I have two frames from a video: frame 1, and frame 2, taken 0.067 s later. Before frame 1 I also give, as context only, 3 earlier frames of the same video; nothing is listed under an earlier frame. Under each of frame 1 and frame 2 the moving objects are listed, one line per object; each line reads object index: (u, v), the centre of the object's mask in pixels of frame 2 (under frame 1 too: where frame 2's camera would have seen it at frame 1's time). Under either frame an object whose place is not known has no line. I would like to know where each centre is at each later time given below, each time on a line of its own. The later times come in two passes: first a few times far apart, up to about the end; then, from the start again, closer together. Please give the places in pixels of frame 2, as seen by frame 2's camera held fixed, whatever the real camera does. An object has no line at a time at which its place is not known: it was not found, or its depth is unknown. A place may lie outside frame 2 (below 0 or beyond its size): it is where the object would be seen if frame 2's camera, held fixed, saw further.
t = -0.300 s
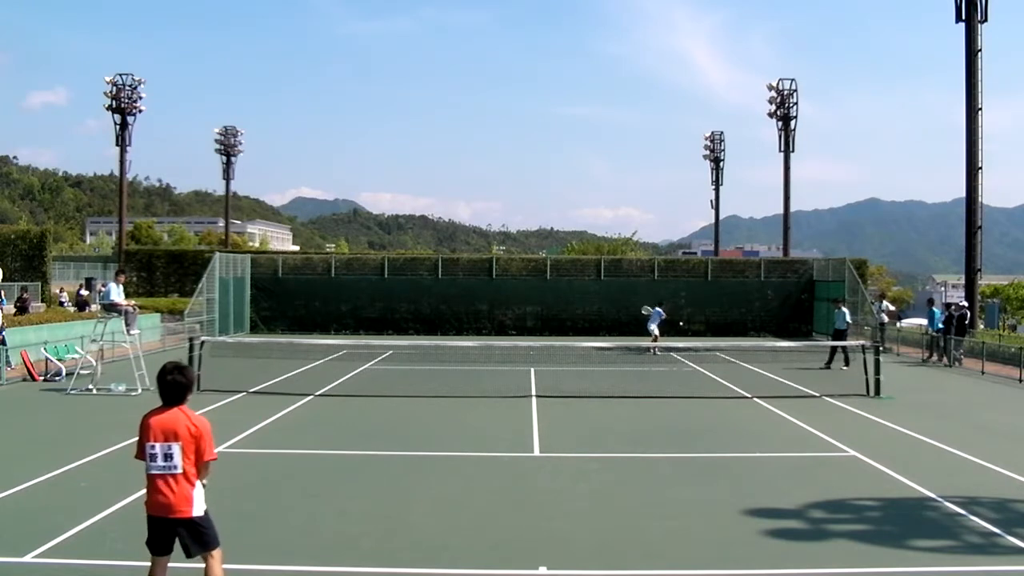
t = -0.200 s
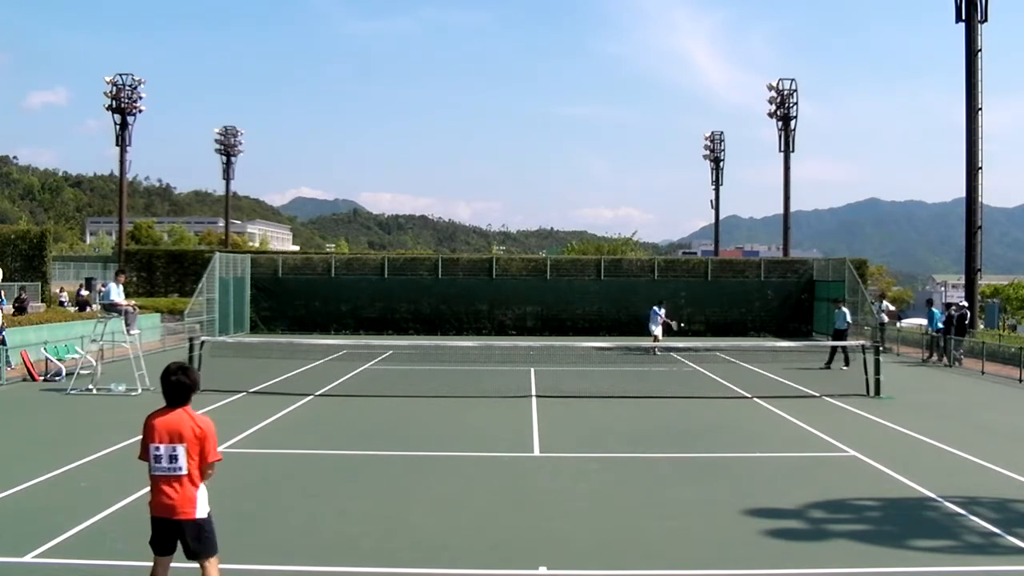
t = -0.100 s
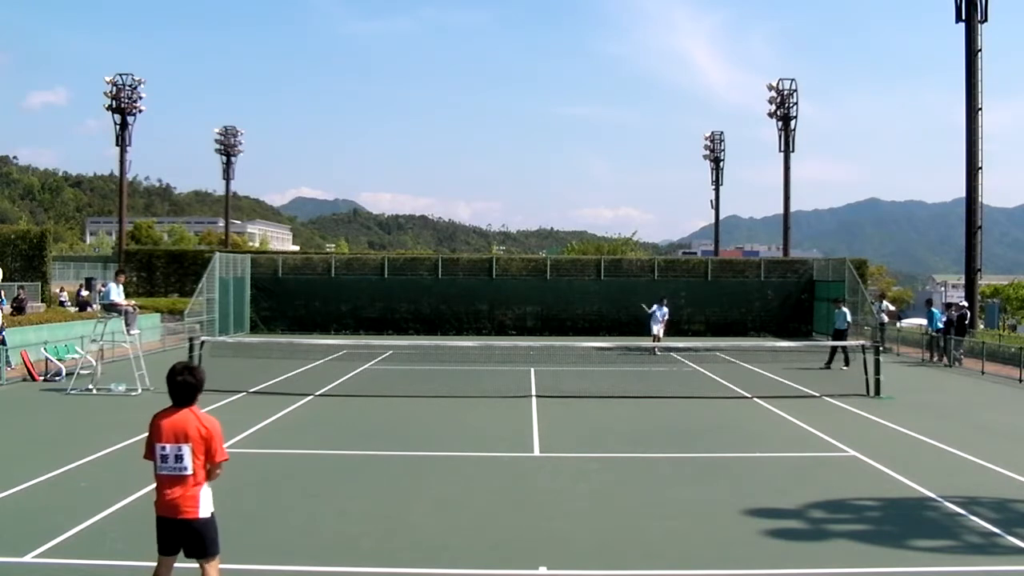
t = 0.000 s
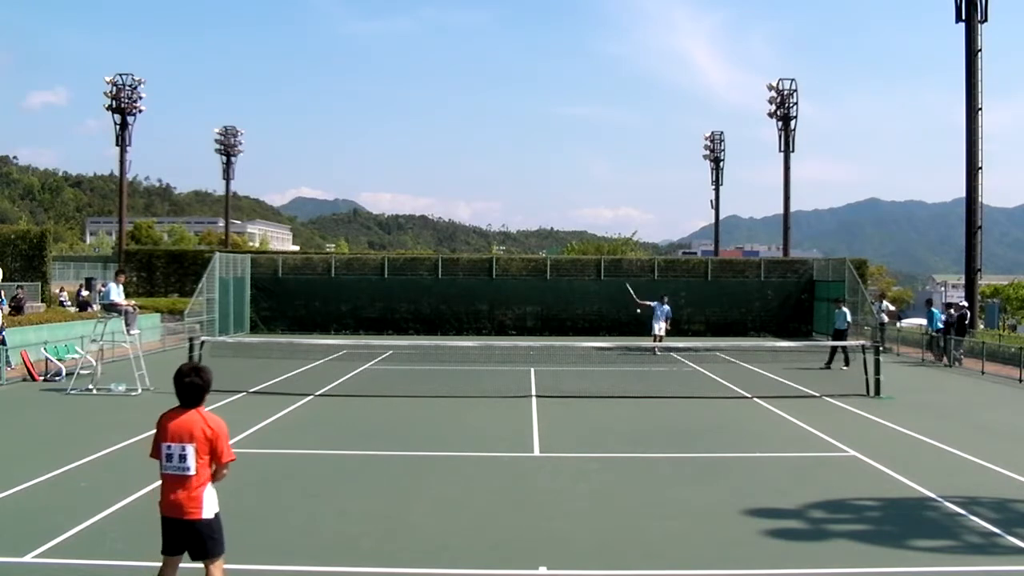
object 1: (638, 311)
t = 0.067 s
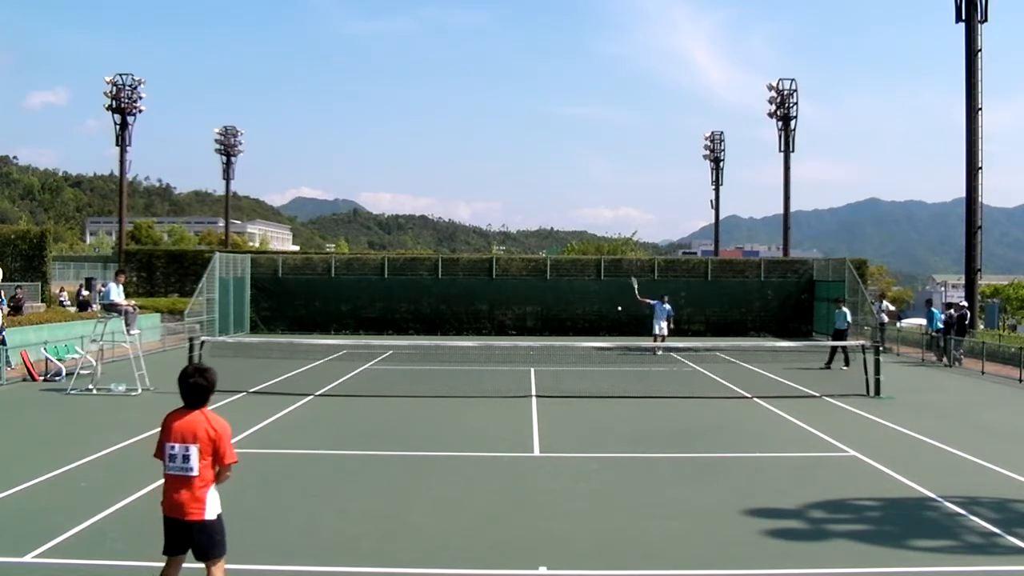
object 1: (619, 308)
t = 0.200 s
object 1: (578, 312)
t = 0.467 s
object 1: (476, 373)
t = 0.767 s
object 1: (328, 452)
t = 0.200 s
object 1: (578, 312)
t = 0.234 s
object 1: (567, 316)
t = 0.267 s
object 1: (556, 320)
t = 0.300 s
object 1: (543, 326)
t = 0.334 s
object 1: (531, 332)
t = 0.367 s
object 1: (519, 340)
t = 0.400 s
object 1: (505, 349)
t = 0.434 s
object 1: (491, 360)
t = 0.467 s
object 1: (476, 373)
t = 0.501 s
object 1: (460, 388)
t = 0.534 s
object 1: (443, 405)
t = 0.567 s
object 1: (426, 424)
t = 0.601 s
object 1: (407, 446)
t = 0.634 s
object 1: (387, 471)
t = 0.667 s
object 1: (373, 469)
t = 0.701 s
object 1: (359, 462)
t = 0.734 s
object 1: (344, 457)
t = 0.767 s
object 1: (328, 452)
